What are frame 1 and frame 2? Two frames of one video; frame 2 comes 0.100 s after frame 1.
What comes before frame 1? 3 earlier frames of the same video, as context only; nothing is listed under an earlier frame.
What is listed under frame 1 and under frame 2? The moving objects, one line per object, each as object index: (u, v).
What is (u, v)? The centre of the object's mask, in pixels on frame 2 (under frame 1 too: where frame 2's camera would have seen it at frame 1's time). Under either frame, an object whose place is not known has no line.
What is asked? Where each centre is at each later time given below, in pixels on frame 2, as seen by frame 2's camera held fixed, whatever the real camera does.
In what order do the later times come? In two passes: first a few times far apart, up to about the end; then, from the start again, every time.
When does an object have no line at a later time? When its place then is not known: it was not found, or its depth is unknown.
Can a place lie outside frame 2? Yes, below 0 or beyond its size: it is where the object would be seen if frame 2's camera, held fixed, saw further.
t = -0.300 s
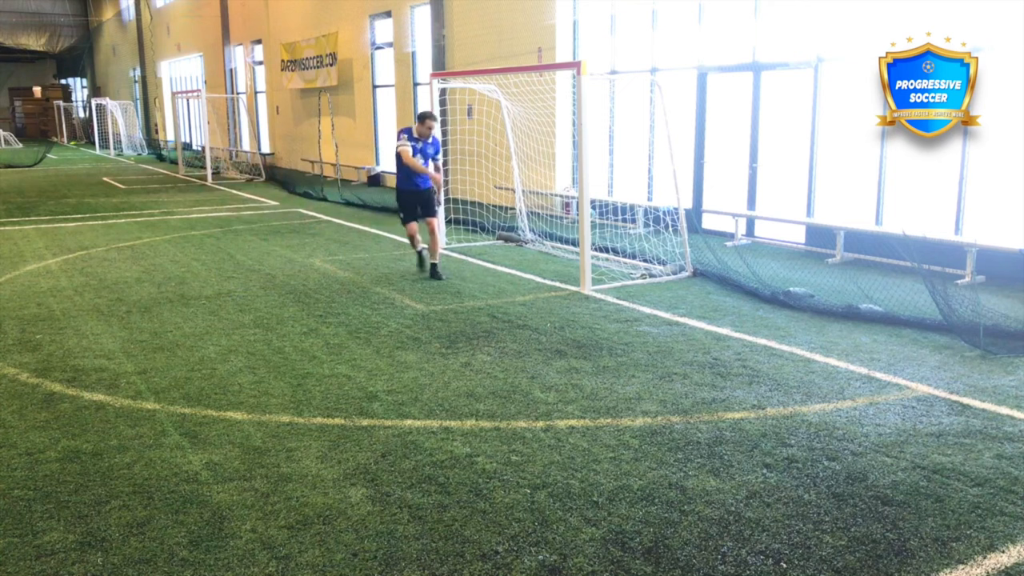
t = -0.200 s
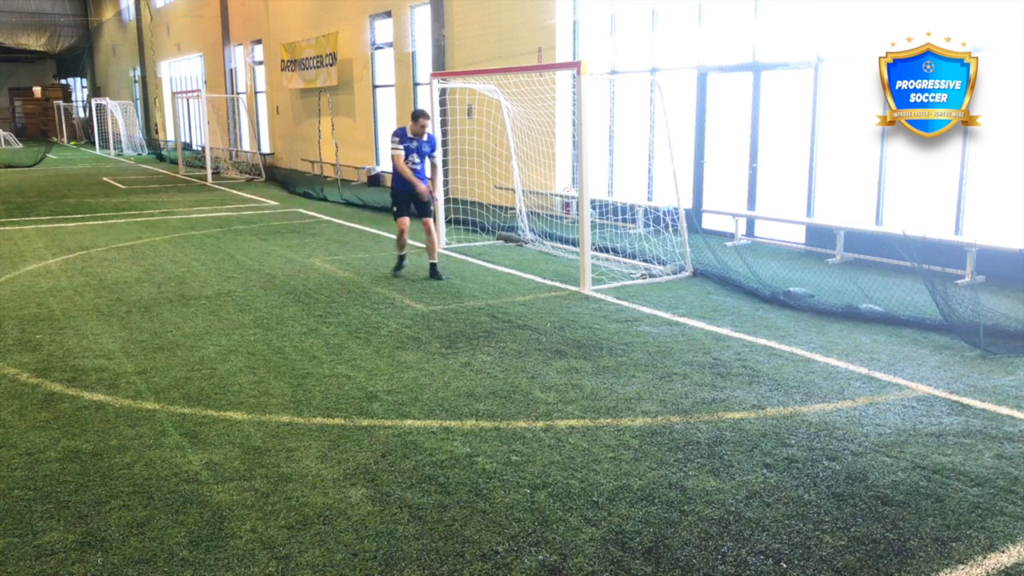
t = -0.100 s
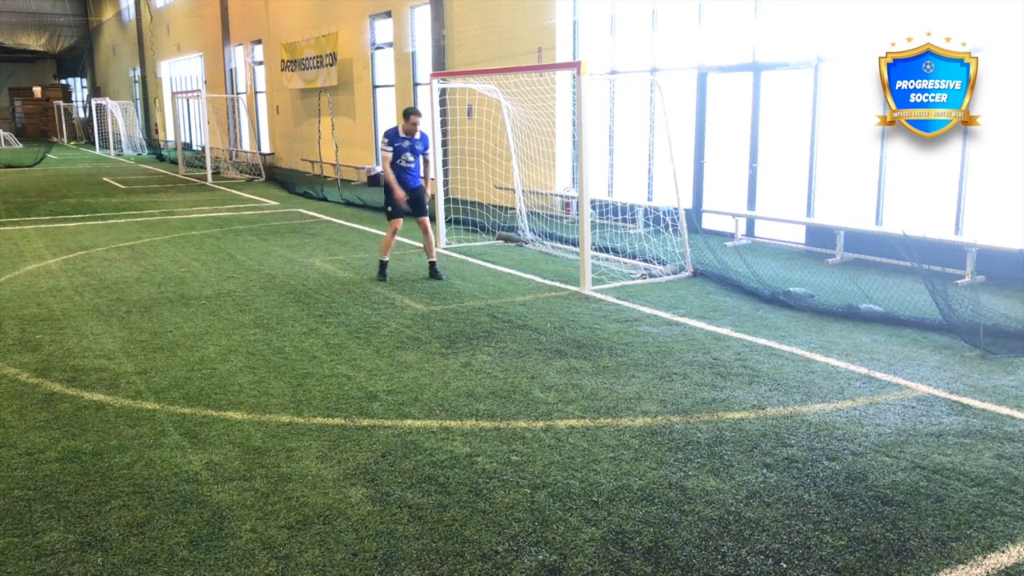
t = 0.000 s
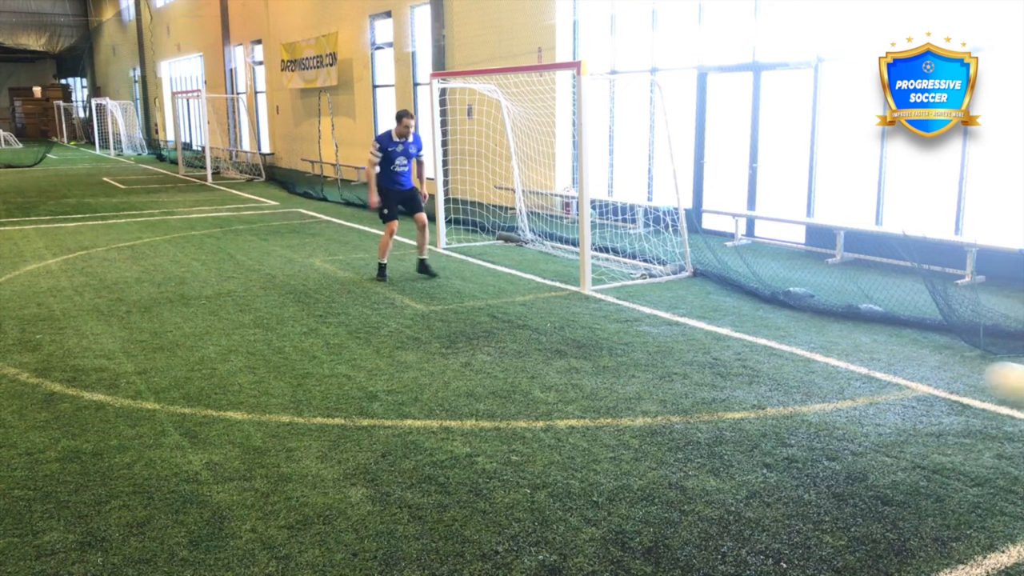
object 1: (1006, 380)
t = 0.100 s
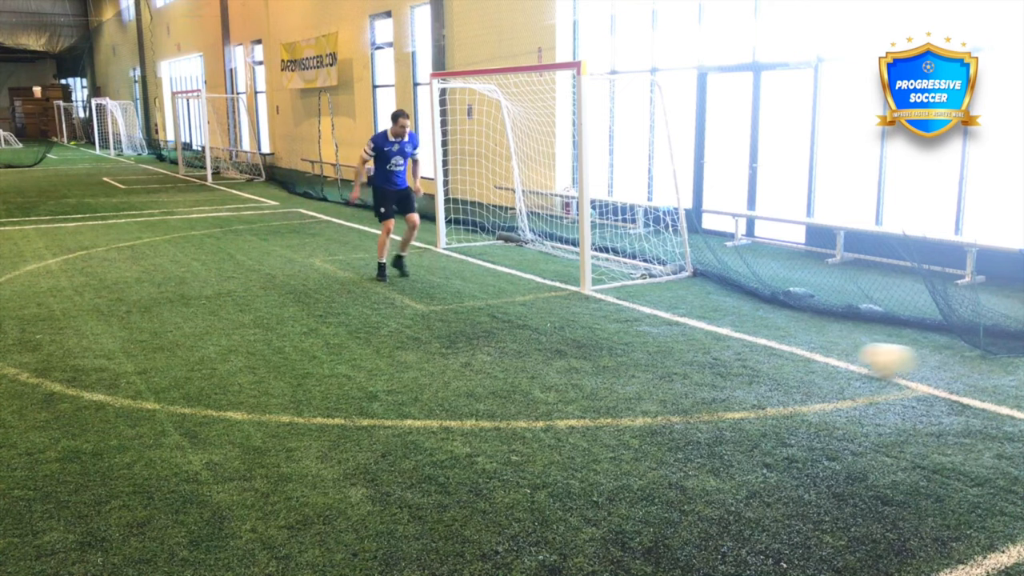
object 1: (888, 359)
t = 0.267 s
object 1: (741, 335)
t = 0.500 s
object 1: (637, 299)
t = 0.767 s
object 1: (561, 282)
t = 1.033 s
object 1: (506, 272)
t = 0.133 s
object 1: (851, 356)
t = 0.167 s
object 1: (814, 356)
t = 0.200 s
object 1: (783, 358)
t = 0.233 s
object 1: (761, 351)
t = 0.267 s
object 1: (741, 335)
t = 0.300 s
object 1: (725, 324)
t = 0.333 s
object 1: (710, 316)
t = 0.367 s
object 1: (694, 309)
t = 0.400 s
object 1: (680, 304)
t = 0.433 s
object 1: (665, 301)
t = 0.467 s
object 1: (651, 299)
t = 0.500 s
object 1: (637, 299)
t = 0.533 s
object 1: (626, 300)
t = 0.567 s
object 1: (612, 303)
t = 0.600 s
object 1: (600, 307)
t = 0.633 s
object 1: (592, 302)
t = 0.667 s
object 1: (582, 294)
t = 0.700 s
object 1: (575, 288)
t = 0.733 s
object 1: (568, 284)
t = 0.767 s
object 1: (561, 282)
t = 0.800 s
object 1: (554, 281)
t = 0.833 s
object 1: (547, 281)
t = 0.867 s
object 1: (539, 282)
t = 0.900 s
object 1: (533, 283)
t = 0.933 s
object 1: (526, 286)
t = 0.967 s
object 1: (520, 282)
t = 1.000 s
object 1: (512, 276)
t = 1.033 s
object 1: (506, 272)
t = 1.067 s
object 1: (499, 271)
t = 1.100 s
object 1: (493, 270)
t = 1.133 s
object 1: (487, 271)
